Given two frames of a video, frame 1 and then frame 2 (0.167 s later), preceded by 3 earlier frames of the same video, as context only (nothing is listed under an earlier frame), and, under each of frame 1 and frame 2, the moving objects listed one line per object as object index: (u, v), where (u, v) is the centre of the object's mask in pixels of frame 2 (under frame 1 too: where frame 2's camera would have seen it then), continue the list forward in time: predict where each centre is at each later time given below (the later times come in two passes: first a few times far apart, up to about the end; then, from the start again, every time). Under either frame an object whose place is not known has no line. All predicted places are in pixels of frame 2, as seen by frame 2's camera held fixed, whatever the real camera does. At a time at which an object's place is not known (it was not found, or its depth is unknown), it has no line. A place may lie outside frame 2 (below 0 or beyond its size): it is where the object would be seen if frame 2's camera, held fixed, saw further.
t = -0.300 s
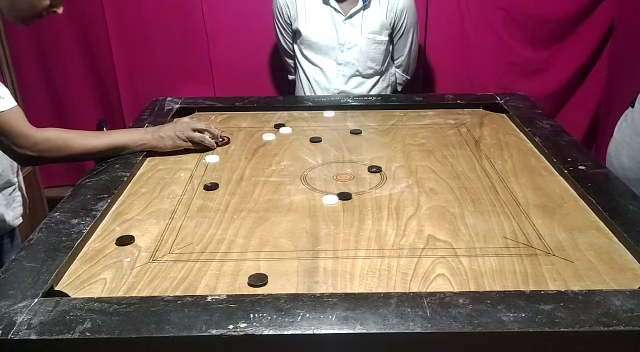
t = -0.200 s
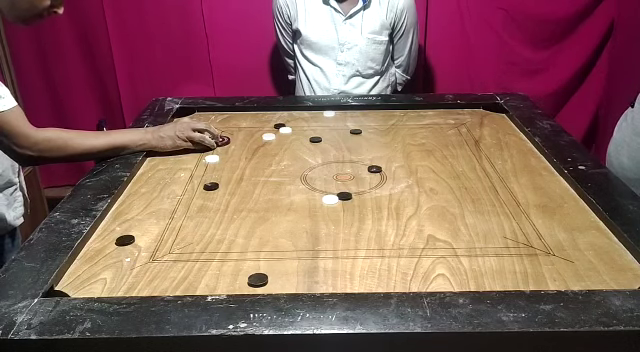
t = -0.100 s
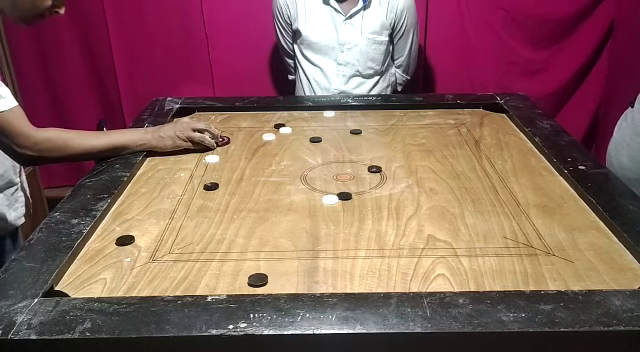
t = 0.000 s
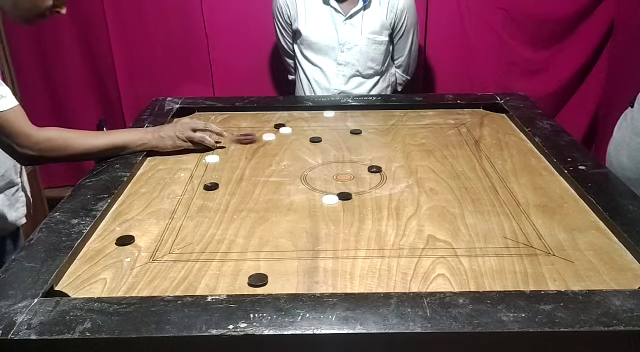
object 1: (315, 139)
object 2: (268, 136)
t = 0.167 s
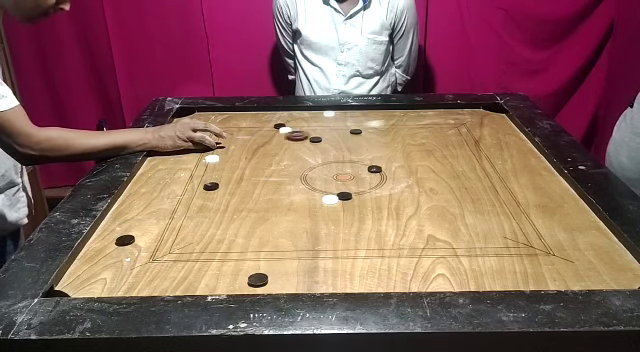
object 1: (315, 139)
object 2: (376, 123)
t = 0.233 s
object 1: (326, 141)
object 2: (413, 119)
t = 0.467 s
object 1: (361, 149)
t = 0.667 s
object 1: (368, 150)
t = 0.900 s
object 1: (368, 150)
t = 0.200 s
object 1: (319, 140)
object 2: (394, 121)
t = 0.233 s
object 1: (326, 141)
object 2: (413, 119)
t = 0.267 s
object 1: (332, 143)
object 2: (433, 116)
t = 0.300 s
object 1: (338, 144)
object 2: (448, 114)
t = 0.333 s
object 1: (344, 145)
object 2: (466, 113)
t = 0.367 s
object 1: (349, 146)
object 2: (482, 110)
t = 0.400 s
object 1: (354, 147)
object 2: (496, 109)
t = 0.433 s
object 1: (358, 148)
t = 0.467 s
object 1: (361, 149)
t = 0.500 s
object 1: (364, 149)
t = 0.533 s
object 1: (366, 149)
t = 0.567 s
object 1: (368, 150)
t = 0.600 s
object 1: (368, 150)
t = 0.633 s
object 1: (368, 150)
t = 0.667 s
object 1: (368, 150)
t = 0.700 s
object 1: (368, 150)
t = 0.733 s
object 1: (368, 150)
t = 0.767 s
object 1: (368, 150)
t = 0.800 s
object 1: (368, 150)
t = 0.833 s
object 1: (368, 150)
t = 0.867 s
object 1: (368, 150)
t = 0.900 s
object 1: (368, 150)
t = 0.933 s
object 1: (368, 150)
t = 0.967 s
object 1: (368, 150)
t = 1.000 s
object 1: (368, 150)
